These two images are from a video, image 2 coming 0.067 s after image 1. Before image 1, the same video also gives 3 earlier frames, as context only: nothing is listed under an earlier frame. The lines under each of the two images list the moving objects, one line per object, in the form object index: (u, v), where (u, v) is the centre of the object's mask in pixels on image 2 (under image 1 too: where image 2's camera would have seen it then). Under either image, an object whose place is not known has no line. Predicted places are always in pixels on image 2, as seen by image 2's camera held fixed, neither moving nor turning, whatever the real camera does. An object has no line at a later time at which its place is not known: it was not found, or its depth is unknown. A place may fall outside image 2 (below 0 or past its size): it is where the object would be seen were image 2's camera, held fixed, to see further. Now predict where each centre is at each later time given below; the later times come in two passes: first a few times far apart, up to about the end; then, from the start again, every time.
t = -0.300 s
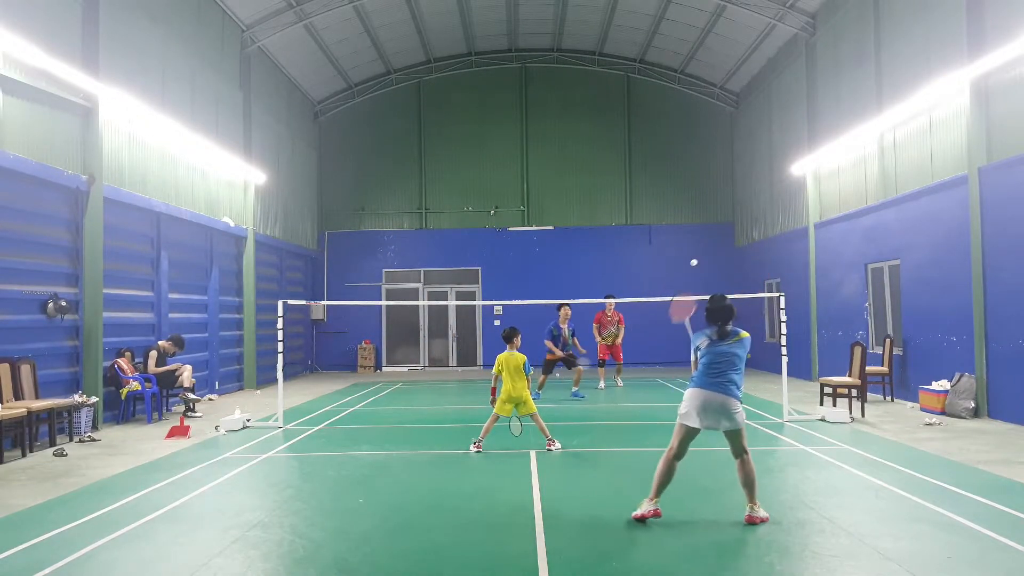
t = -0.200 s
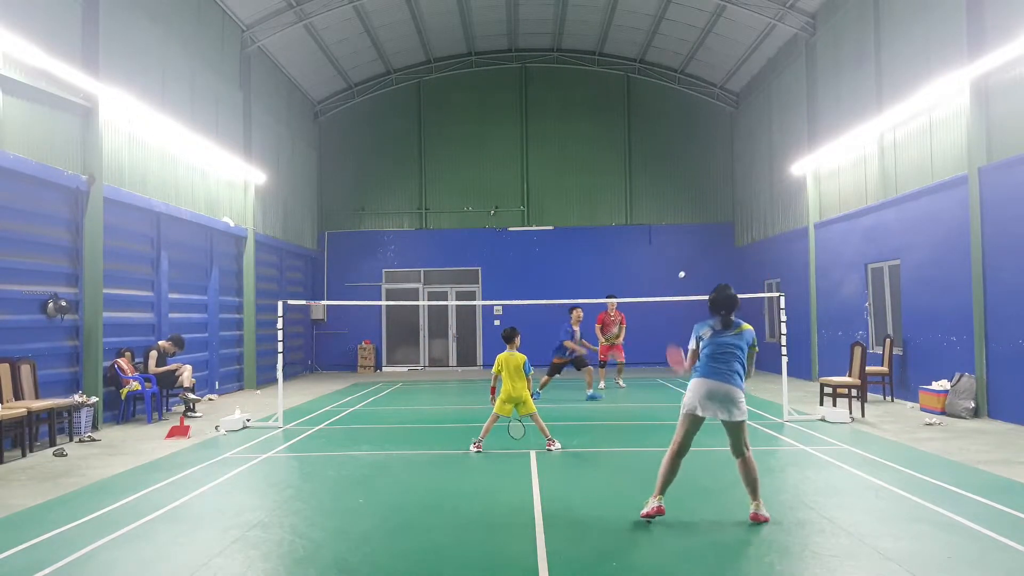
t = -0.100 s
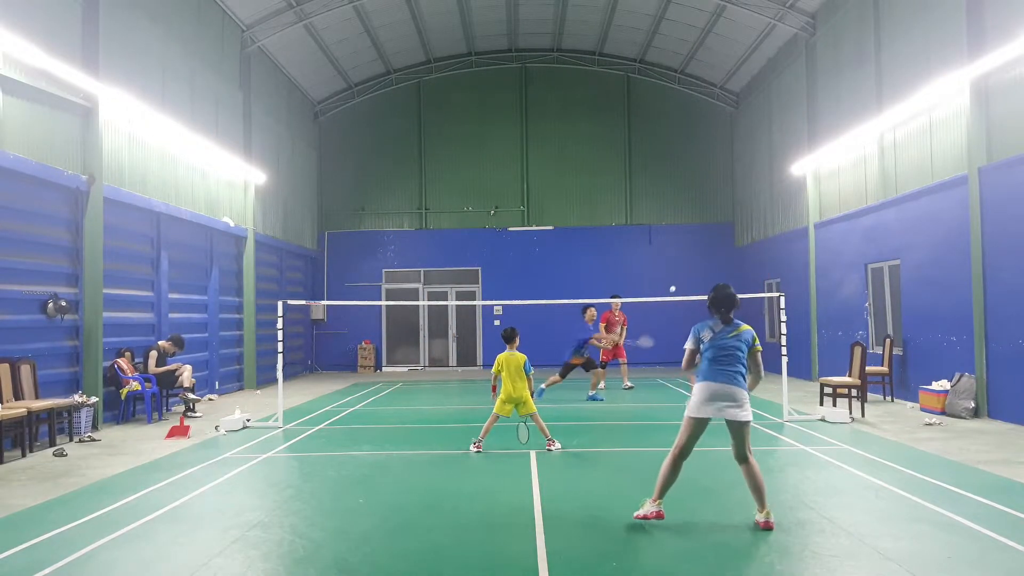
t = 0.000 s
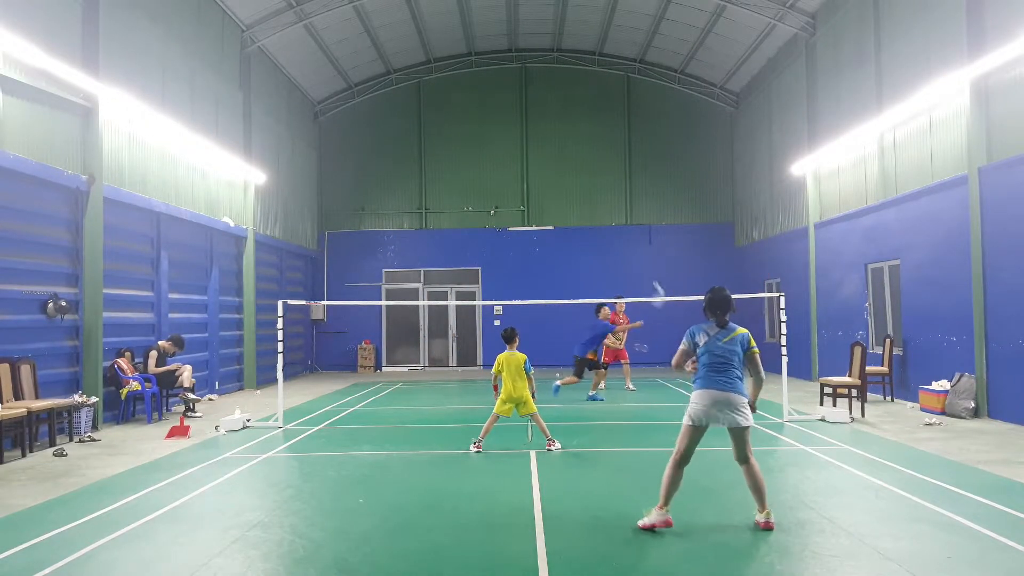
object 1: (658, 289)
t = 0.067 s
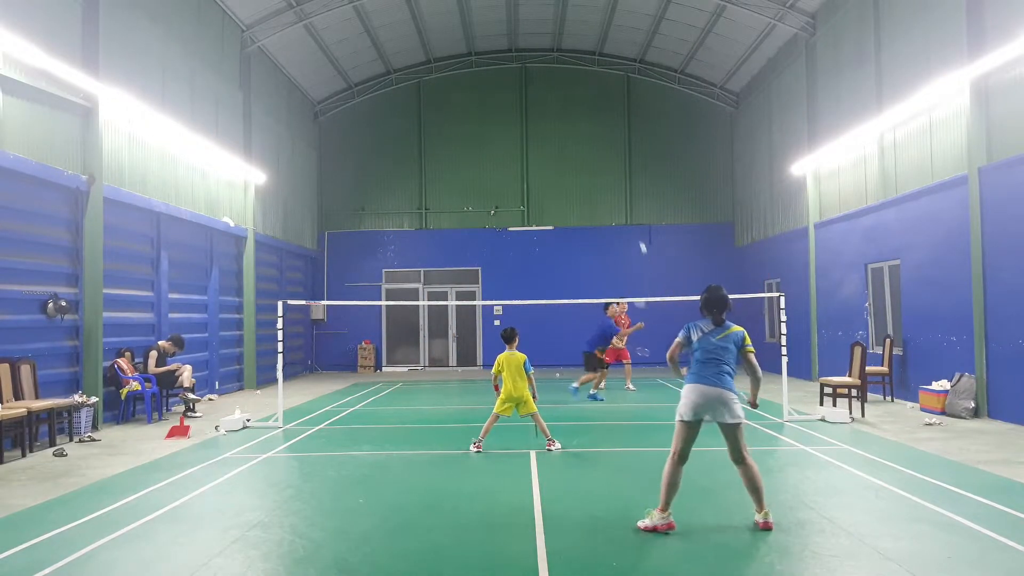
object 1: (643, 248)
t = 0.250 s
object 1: (599, 162)
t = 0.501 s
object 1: (544, 93)
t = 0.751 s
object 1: (487, 86)
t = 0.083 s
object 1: (639, 239)
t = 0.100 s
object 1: (635, 230)
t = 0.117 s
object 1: (630, 222)
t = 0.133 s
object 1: (626, 214)
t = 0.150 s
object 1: (622, 205)
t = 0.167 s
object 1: (618, 197)
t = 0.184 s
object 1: (614, 190)
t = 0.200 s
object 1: (610, 182)
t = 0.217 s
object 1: (607, 175)
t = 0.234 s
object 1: (603, 168)
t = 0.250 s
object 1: (599, 162)
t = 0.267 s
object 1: (595, 156)
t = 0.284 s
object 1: (592, 149)
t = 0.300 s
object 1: (588, 144)
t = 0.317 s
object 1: (584, 138)
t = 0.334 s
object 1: (580, 133)
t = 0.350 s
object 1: (577, 127)
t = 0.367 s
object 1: (573, 122)
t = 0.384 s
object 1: (570, 118)
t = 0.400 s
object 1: (566, 113)
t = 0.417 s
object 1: (562, 109)
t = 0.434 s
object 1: (559, 106)
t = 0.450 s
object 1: (555, 102)
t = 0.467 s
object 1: (551, 99)
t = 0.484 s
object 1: (548, 96)
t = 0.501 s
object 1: (544, 93)
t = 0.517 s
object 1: (540, 91)
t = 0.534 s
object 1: (536, 89)
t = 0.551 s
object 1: (533, 87)
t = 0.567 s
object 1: (529, 85)
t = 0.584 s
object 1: (525, 84)
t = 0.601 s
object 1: (521, 83)
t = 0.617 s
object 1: (518, 82)
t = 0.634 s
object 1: (514, 81)
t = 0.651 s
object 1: (510, 81)
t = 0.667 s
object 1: (506, 80)
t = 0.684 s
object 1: (502, 81)
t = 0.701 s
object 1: (498, 82)
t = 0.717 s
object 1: (495, 83)
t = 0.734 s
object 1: (491, 84)
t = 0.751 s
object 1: (487, 86)
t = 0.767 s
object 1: (483, 88)
